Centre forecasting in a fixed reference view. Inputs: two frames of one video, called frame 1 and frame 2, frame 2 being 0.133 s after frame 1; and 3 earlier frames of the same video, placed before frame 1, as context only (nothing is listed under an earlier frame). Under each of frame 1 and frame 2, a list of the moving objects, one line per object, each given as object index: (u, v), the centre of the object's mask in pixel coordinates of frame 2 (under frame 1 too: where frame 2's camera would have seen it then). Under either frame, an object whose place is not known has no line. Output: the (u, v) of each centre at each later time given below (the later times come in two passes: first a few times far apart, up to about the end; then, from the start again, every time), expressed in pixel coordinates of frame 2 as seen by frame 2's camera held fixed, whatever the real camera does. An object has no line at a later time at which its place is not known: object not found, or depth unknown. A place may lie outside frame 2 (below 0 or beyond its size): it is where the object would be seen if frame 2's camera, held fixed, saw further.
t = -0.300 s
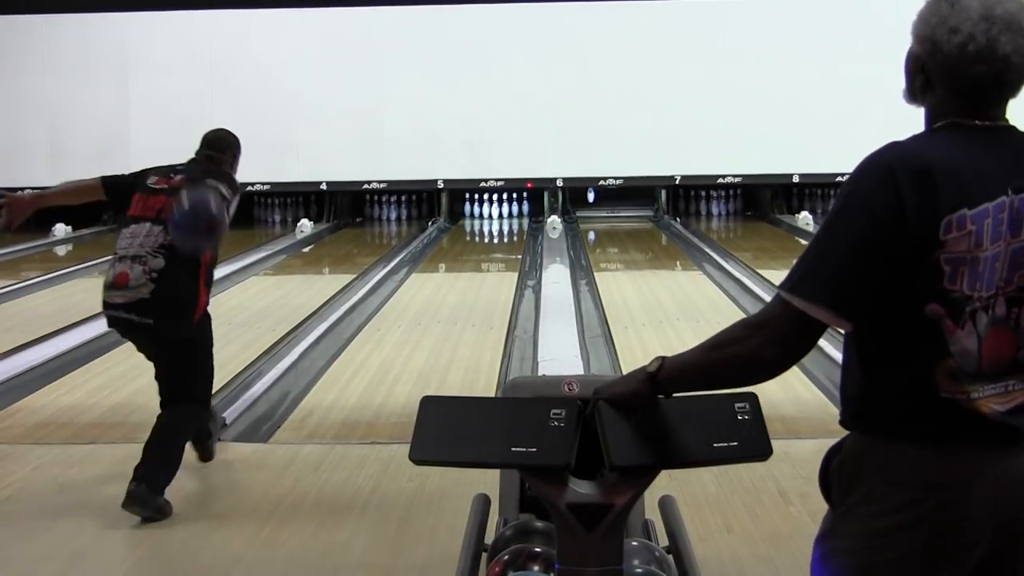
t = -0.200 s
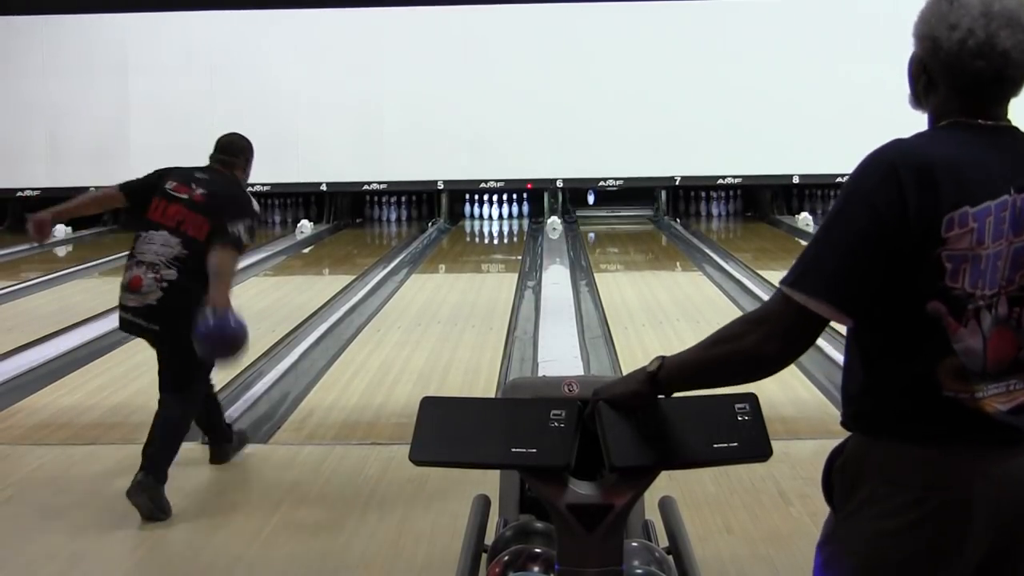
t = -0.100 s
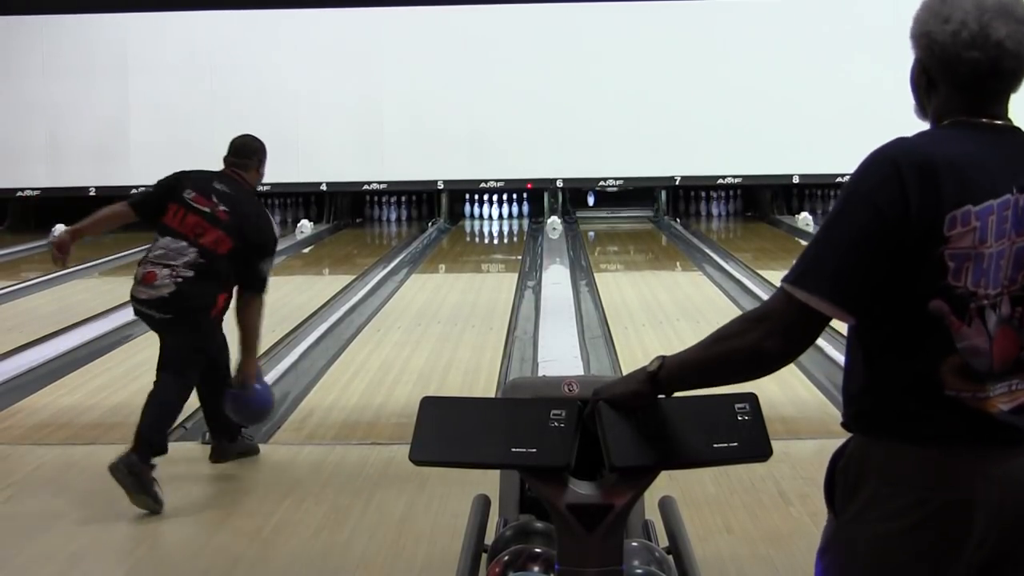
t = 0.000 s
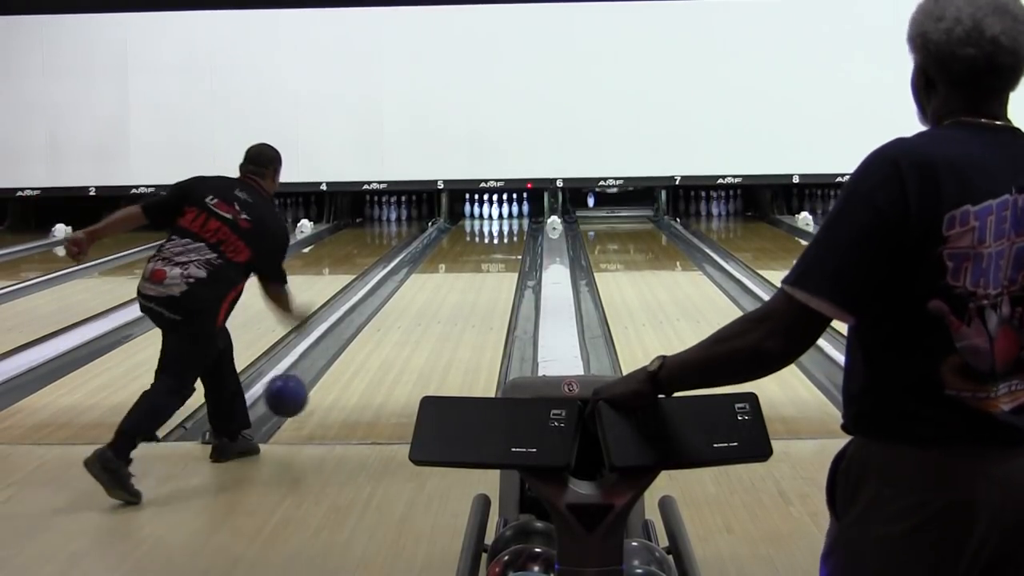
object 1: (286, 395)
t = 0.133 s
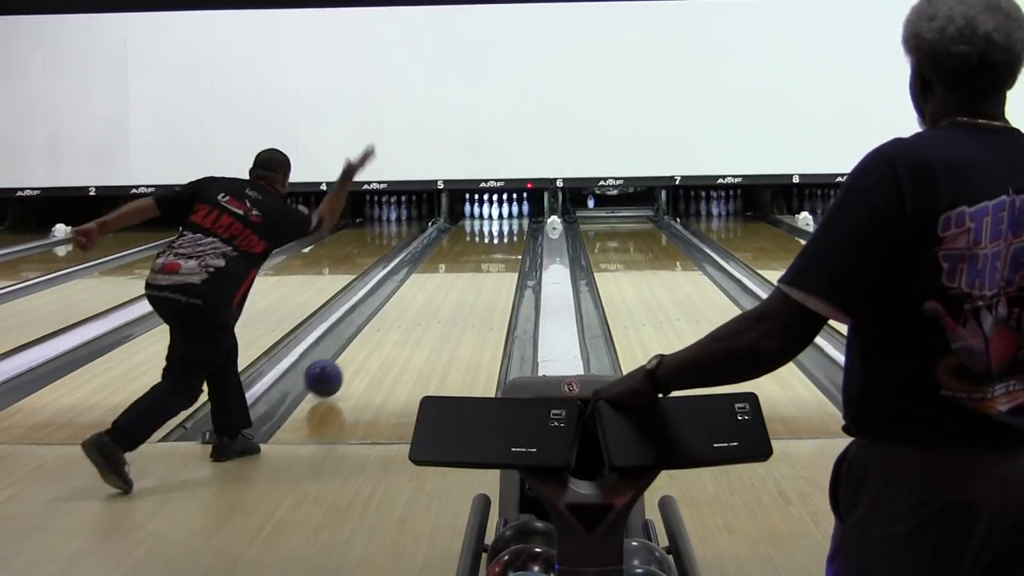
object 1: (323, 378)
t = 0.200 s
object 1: (338, 364)
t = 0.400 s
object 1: (374, 326)
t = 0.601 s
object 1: (401, 299)
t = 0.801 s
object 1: (422, 279)
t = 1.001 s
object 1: (439, 262)
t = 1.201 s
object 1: (452, 249)
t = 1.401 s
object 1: (464, 239)
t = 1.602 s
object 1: (473, 230)
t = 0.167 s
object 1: (331, 371)
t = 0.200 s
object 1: (338, 364)
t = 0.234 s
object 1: (345, 357)
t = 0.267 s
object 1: (352, 350)
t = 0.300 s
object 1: (358, 343)
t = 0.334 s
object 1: (364, 337)
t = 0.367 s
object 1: (369, 331)
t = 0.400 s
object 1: (374, 326)
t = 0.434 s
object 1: (379, 321)
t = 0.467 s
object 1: (384, 316)
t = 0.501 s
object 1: (389, 311)
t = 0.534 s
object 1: (393, 307)
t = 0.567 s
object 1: (397, 303)
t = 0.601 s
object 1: (401, 299)
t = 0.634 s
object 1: (405, 296)
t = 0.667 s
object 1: (408, 292)
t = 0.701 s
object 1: (412, 288)
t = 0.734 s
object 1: (415, 285)
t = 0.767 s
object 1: (419, 282)
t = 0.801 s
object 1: (422, 279)
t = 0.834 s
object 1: (425, 276)
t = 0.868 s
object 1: (427, 273)
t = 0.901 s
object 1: (431, 270)
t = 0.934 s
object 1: (432, 268)
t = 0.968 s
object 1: (435, 265)
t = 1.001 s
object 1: (439, 262)
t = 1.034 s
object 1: (441, 260)
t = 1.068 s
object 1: (444, 258)
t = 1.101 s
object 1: (446, 256)
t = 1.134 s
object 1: (448, 254)
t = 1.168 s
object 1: (450, 252)
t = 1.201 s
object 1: (452, 249)
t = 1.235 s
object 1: (454, 248)
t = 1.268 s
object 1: (456, 246)
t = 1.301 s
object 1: (458, 244)
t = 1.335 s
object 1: (460, 242)
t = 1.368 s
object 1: (462, 240)
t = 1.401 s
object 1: (464, 239)
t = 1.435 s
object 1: (466, 237)
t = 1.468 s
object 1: (467, 236)
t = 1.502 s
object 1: (469, 234)
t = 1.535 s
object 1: (471, 233)
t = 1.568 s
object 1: (472, 232)
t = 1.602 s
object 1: (473, 230)
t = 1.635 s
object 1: (475, 229)
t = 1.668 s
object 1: (477, 226)
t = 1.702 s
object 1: (479, 226)
